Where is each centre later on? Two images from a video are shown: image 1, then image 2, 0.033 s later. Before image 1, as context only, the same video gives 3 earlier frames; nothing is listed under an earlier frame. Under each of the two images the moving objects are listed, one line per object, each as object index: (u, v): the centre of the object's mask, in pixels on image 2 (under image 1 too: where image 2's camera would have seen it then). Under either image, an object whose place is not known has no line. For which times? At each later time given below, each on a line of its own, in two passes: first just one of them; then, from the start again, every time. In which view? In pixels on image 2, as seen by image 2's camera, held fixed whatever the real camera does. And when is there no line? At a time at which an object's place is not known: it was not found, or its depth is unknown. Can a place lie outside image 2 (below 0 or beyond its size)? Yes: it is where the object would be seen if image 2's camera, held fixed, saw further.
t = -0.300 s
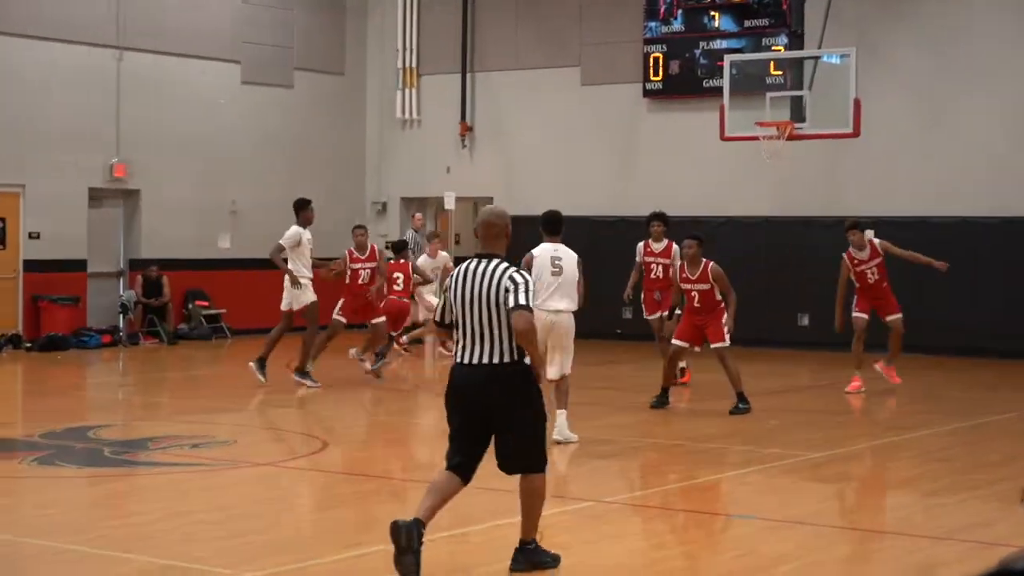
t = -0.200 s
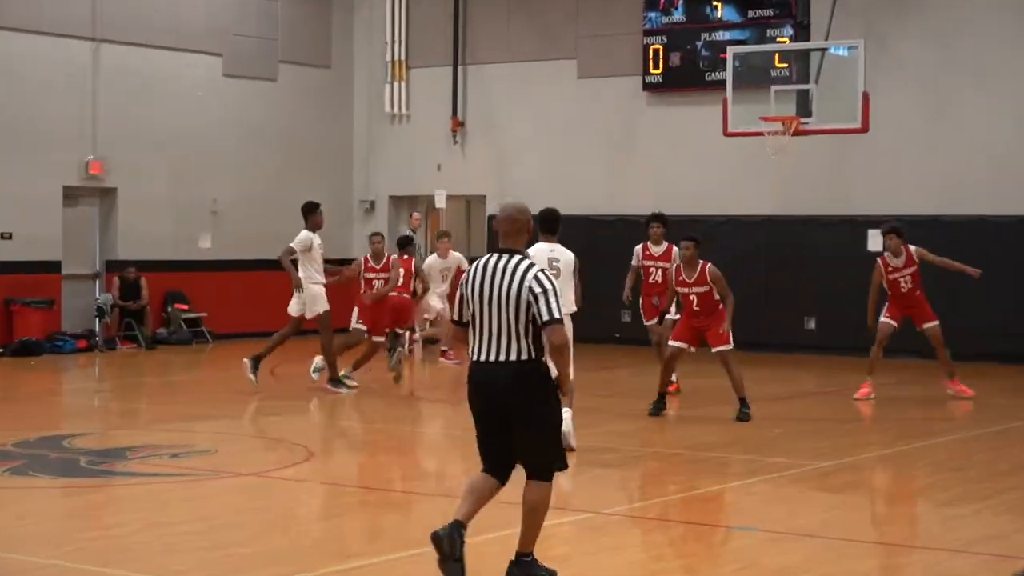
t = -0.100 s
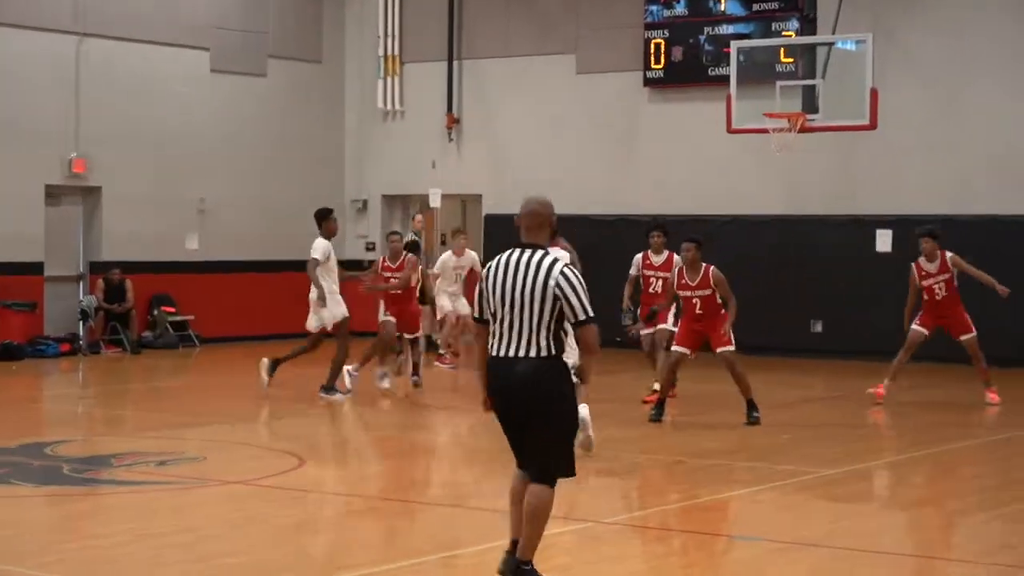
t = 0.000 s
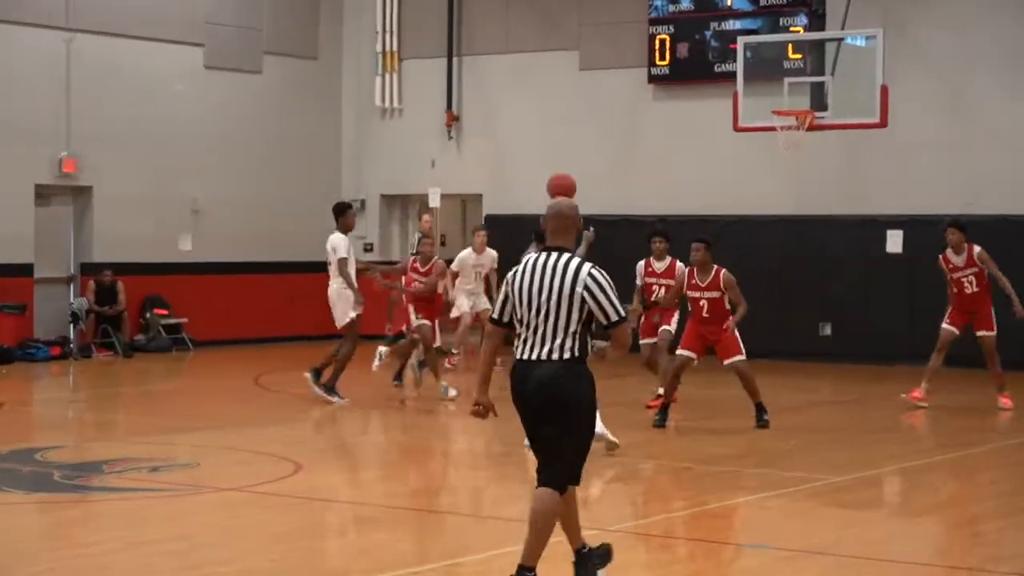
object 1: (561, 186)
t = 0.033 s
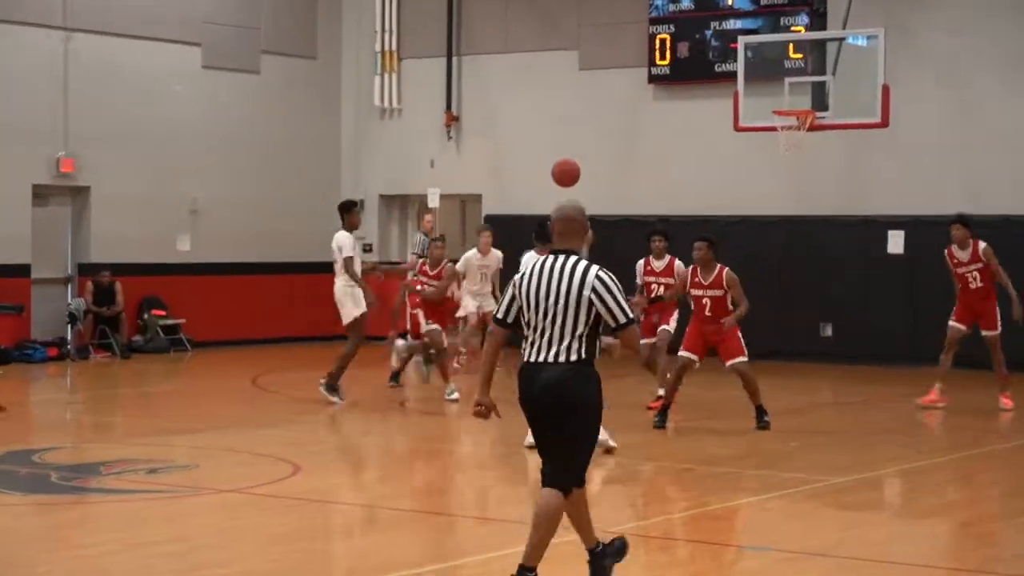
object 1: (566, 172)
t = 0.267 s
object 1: (589, 109)
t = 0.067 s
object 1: (570, 159)
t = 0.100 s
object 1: (574, 148)
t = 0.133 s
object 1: (577, 138)
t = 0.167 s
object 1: (581, 129)
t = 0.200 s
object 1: (584, 121)
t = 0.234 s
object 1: (586, 115)
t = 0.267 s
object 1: (589, 109)
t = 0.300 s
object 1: (592, 106)
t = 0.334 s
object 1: (594, 103)
